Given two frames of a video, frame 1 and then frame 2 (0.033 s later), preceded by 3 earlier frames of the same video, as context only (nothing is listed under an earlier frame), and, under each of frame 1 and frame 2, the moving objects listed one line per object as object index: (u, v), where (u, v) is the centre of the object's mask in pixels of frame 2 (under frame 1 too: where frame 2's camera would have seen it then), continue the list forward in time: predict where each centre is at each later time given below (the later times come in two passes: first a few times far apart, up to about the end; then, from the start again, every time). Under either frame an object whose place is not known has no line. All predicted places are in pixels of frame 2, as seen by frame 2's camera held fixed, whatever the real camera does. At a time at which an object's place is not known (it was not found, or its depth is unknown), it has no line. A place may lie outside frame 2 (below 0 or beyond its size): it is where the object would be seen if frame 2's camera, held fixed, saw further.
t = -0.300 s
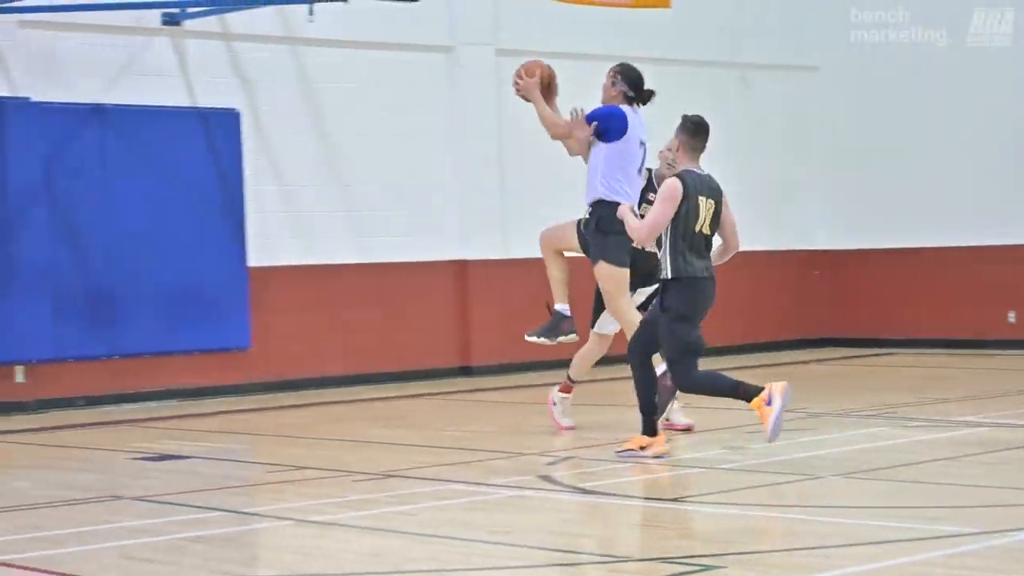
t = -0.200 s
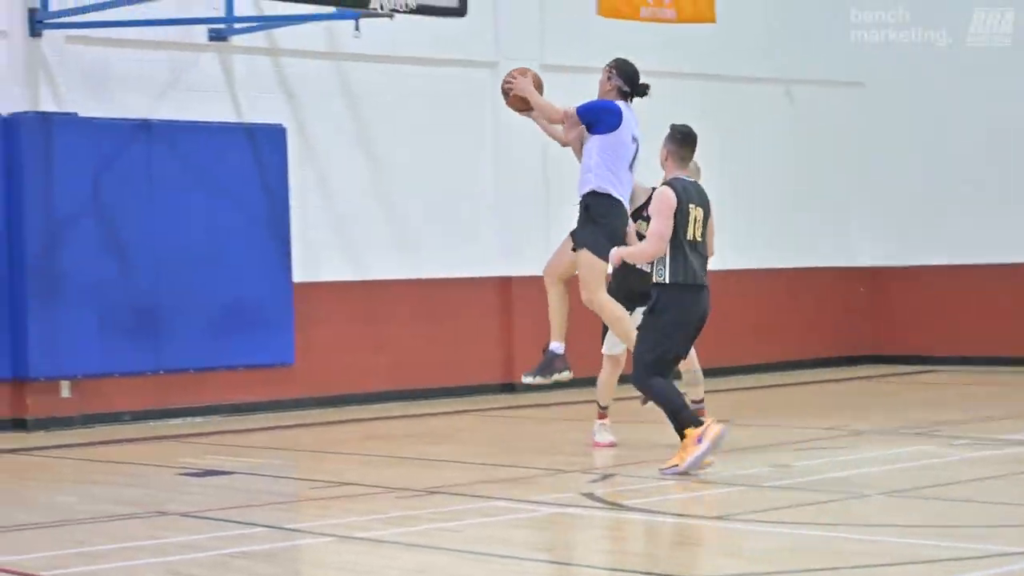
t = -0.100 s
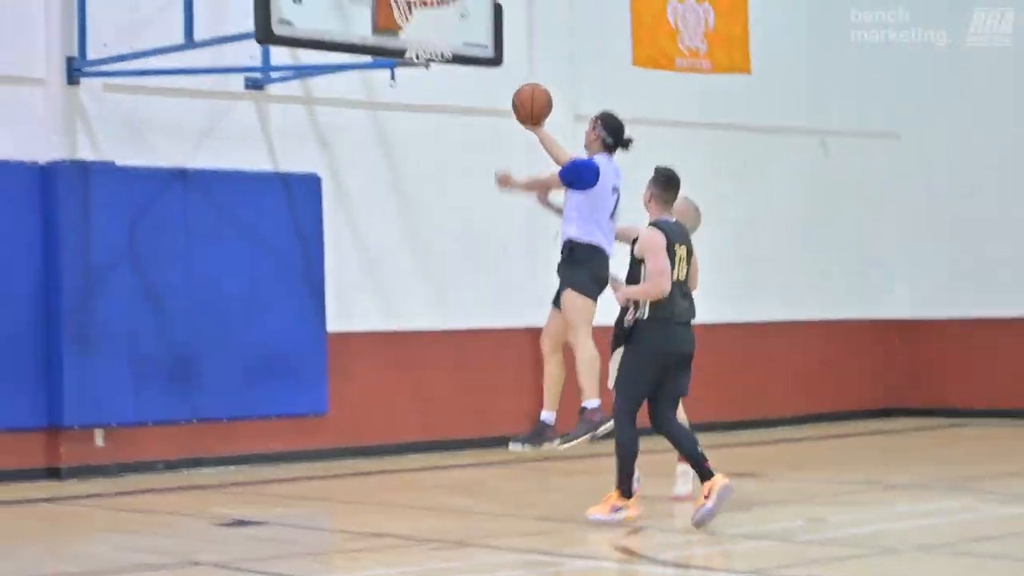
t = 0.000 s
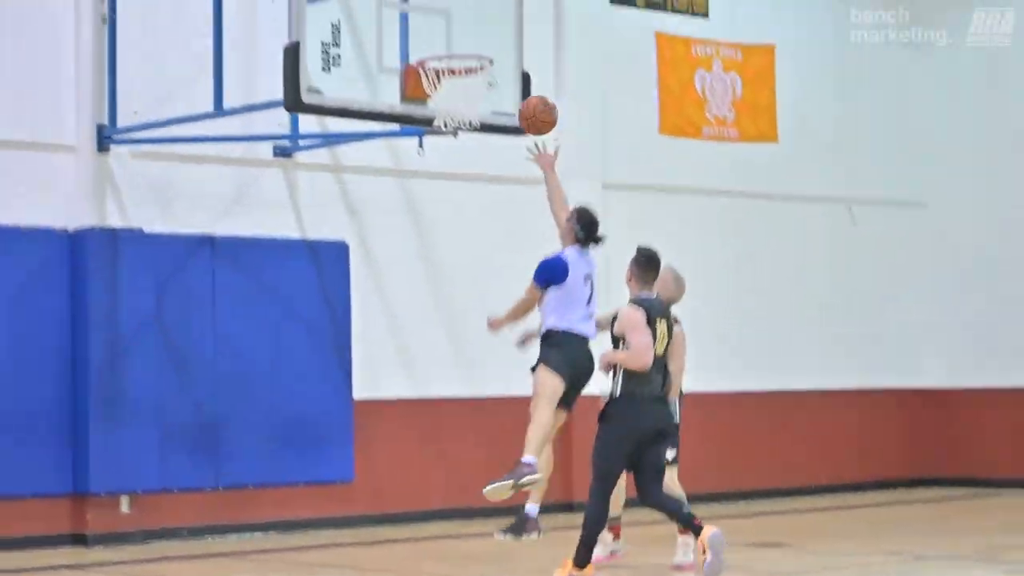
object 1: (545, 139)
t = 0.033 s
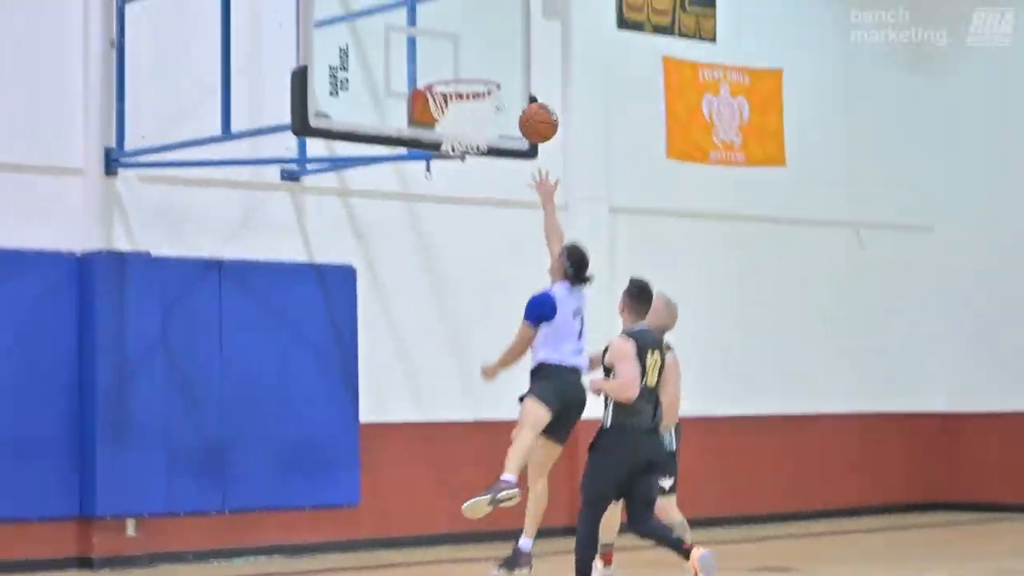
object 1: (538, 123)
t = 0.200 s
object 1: (505, 69)
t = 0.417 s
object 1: (468, 63)
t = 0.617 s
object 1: (441, 110)
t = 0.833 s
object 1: (449, 131)
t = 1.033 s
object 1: (476, 184)
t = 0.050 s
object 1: (535, 115)
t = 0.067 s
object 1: (531, 108)
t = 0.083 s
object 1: (528, 102)
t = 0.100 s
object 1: (525, 96)
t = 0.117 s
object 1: (522, 90)
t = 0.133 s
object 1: (518, 85)
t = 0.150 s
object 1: (515, 80)
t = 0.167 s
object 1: (512, 76)
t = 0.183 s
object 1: (508, 72)
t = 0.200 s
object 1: (505, 69)
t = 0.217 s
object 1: (502, 66)
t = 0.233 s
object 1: (499, 64)
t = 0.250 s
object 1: (496, 62)
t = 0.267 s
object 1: (493, 61)
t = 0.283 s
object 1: (489, 60)
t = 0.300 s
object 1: (486, 59)
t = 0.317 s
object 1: (483, 59)
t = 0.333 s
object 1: (480, 59)
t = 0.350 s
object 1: (477, 60)
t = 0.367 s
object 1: (474, 61)
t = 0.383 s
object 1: (472, 61)
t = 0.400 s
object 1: (470, 62)
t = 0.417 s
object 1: (468, 63)
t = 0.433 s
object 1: (465, 64)
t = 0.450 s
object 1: (463, 65)
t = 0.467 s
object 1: (461, 67)
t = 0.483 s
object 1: (459, 68)
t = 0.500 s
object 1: (456, 70)
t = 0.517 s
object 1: (454, 77)
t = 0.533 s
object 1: (453, 79)
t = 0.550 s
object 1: (451, 89)
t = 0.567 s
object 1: (449, 95)
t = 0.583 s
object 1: (446, 101)
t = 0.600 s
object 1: (444, 106)
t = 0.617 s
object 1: (441, 110)
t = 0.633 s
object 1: (441, 115)
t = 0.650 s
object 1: (439, 116)
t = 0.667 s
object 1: (439, 119)
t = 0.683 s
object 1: (438, 120)
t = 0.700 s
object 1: (438, 120)
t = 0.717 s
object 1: (438, 121)
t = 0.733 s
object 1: (438, 121)
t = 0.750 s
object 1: (439, 122)
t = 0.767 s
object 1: (444, 128)
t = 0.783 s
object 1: (445, 128)
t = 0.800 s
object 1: (445, 128)
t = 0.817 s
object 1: (447, 129)
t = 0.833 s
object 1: (449, 131)
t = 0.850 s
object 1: (451, 133)
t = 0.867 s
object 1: (453, 136)
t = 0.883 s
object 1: (456, 139)
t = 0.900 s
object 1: (458, 143)
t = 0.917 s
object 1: (460, 146)
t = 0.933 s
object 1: (462, 151)
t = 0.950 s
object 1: (465, 155)
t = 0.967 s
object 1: (468, 163)
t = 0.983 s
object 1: (469, 167)
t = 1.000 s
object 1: (471, 171)
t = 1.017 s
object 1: (474, 178)
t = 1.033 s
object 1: (476, 184)
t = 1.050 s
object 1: (478, 191)
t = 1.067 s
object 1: (480, 199)
